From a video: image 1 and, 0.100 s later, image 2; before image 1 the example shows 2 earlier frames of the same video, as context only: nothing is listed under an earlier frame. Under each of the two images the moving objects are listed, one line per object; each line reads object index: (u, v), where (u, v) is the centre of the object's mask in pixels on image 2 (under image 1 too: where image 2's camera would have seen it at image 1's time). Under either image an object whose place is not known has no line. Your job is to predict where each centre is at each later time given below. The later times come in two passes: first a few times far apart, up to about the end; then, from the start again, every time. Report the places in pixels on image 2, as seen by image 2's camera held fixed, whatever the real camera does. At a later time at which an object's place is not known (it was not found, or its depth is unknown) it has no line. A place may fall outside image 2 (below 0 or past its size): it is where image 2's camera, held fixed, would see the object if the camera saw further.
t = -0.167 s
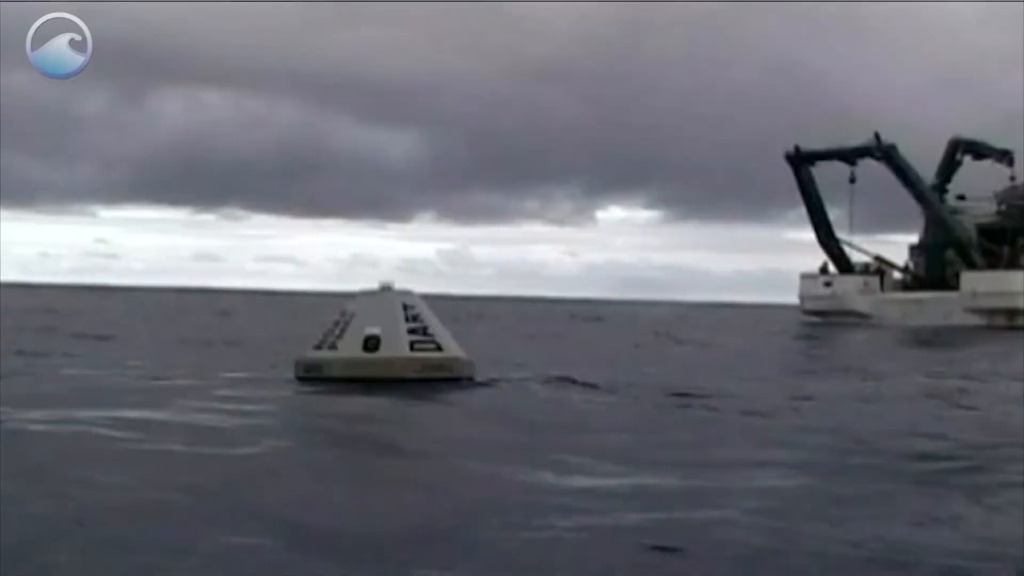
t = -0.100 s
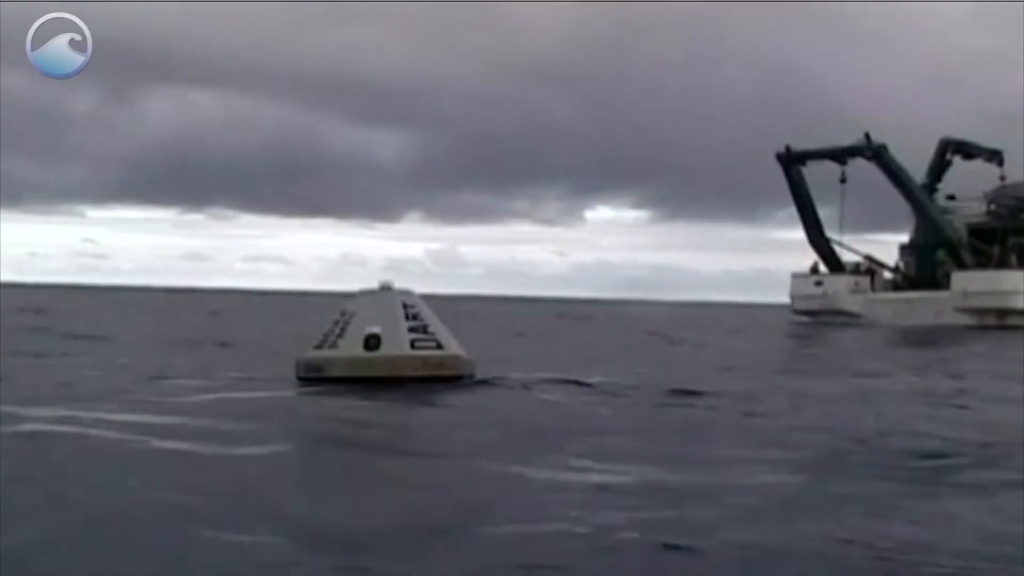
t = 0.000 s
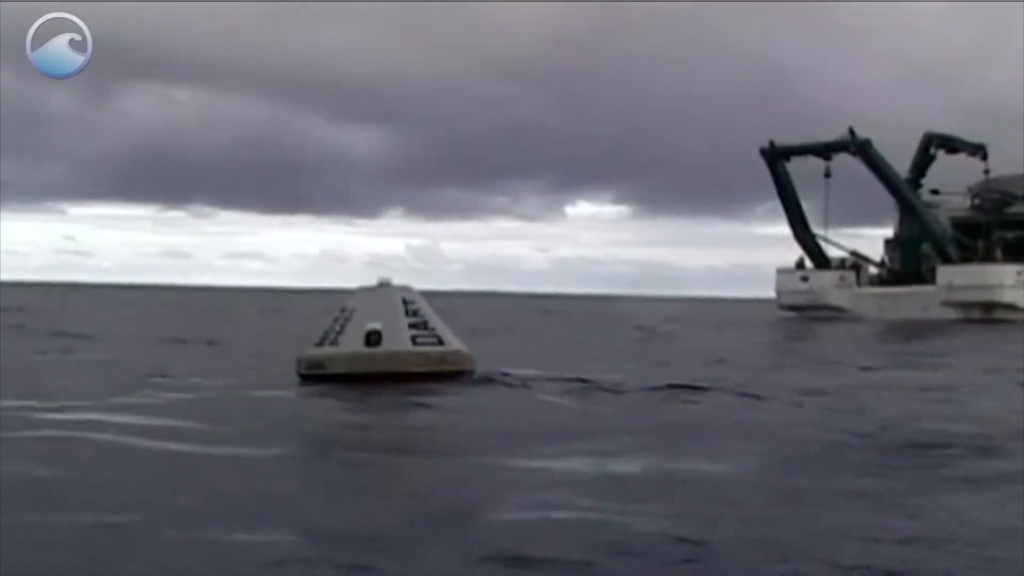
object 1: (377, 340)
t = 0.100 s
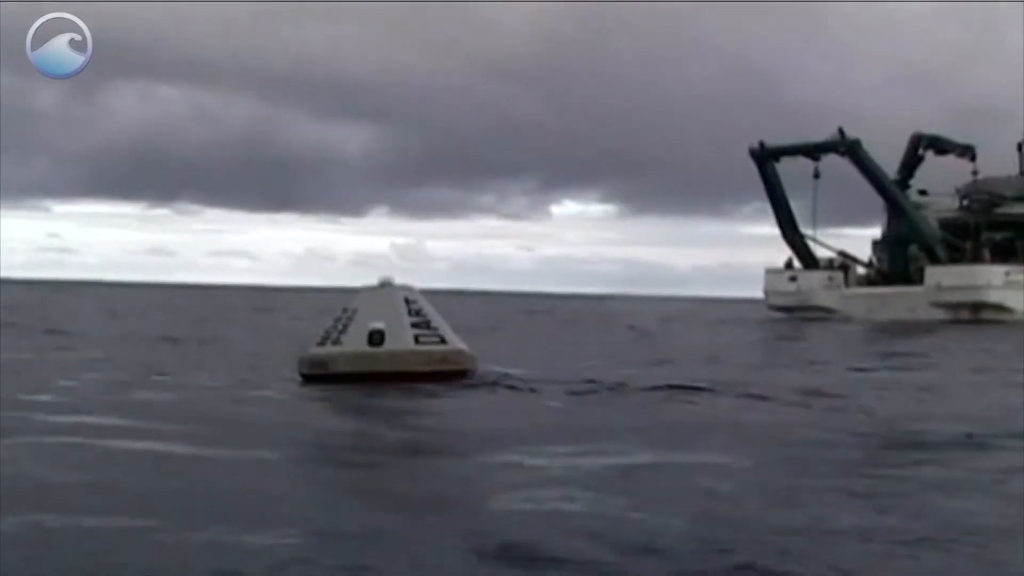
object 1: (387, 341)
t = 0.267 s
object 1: (411, 345)
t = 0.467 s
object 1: (436, 350)
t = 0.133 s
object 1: (393, 342)
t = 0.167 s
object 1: (396, 343)
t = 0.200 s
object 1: (402, 343)
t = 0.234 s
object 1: (406, 344)
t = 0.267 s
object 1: (411, 345)
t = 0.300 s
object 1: (414, 346)
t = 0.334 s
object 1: (419, 347)
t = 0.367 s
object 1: (424, 348)
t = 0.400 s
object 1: (428, 349)
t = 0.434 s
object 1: (432, 349)
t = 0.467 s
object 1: (436, 350)
